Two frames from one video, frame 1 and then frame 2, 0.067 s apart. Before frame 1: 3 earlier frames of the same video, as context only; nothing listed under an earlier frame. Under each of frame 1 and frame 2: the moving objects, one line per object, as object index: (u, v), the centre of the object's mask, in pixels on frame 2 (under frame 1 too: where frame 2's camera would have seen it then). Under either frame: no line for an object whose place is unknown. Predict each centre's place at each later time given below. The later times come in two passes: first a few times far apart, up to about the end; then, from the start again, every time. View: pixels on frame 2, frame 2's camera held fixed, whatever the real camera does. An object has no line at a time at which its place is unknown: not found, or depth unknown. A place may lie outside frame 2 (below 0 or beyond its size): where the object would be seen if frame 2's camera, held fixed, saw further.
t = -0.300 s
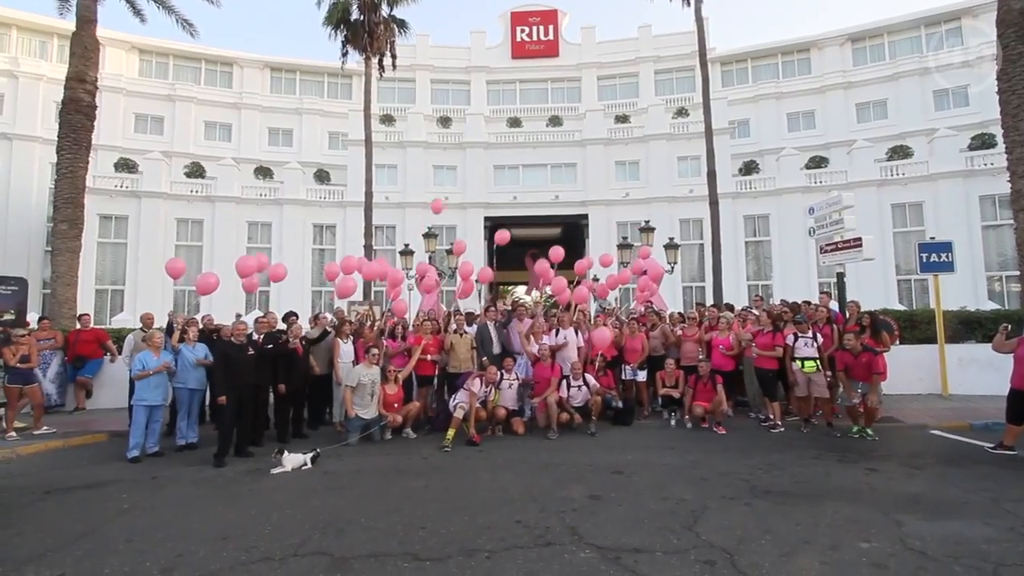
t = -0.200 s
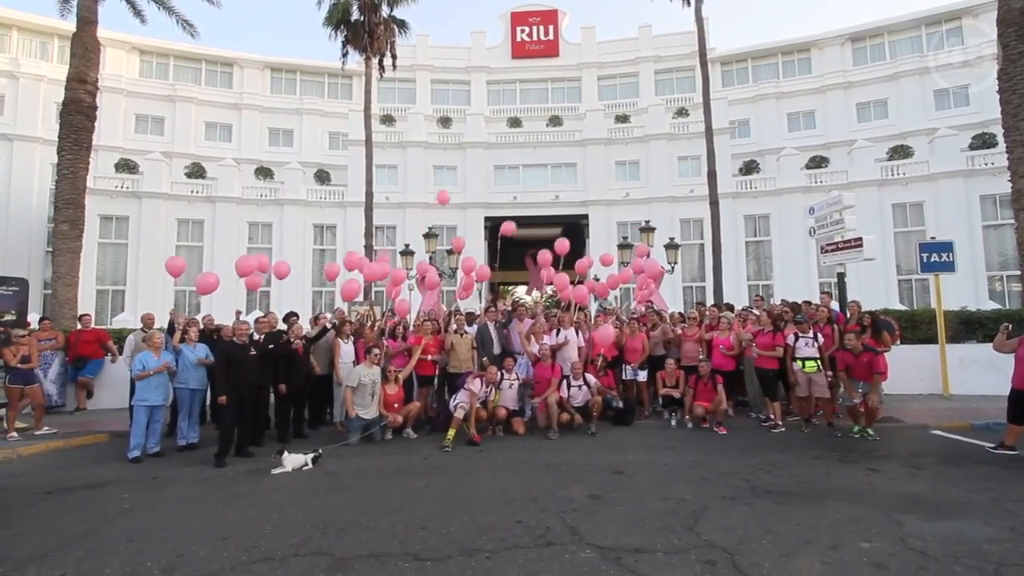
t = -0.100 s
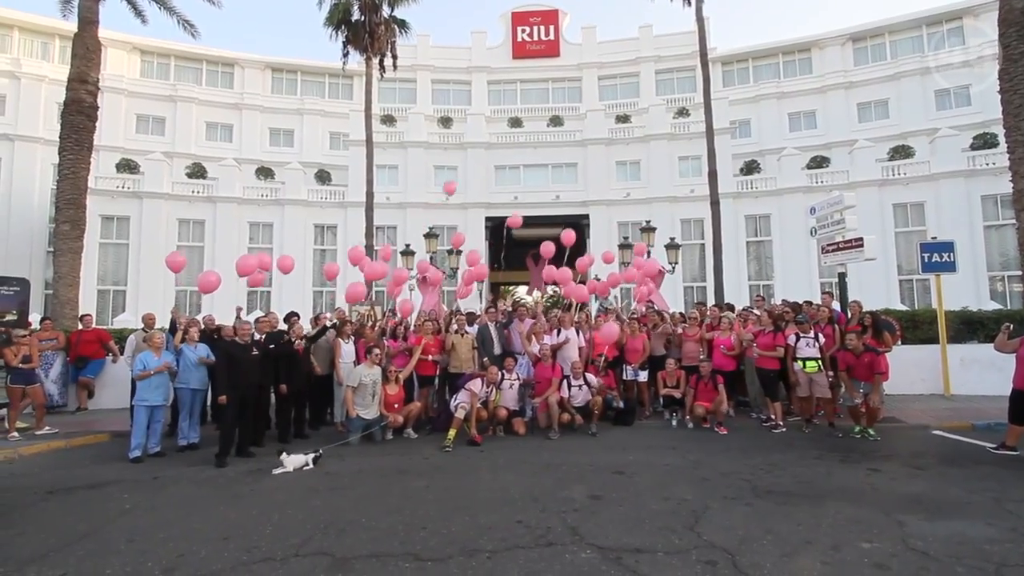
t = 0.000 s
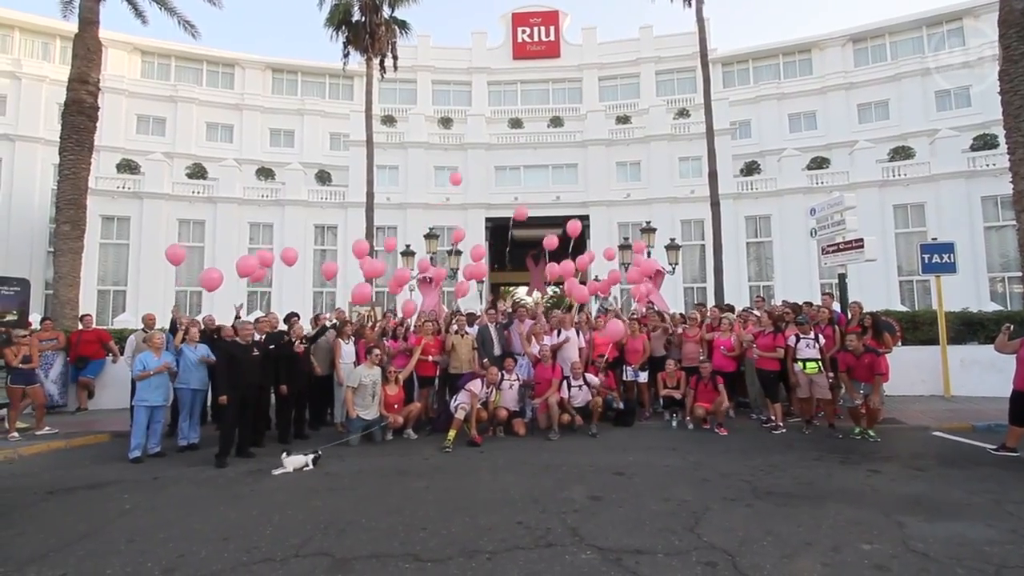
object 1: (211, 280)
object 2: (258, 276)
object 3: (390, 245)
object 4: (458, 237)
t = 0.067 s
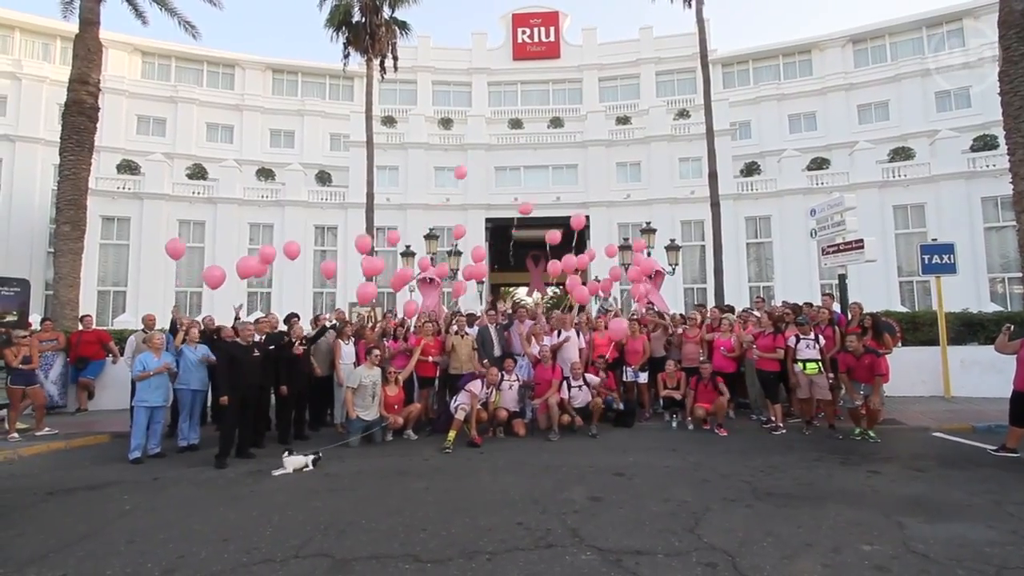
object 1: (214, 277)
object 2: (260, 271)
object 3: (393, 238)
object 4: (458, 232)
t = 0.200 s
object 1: (221, 268)
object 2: (260, 256)
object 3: (400, 222)
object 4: (460, 223)
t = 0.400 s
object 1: (233, 252)
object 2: (265, 227)
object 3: (411, 197)
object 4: (466, 206)
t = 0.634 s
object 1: (248, 228)
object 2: (271, 187)
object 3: (427, 173)
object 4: (481, 186)
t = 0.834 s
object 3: (444, 161)
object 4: (495, 171)
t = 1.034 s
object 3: (460, 151)
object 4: (509, 154)
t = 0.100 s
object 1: (216, 275)
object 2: (262, 268)
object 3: (395, 234)
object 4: (459, 230)
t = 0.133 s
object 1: (217, 273)
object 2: (262, 265)
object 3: (396, 231)
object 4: (459, 228)
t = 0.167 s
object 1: (219, 271)
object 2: (261, 260)
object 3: (398, 227)
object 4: (460, 225)
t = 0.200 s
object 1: (221, 268)
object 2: (260, 256)
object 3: (400, 222)
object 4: (460, 223)
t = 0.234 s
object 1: (223, 265)
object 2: (260, 252)
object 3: (401, 218)
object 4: (461, 220)
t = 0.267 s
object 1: (225, 262)
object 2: (261, 248)
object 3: (403, 214)
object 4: (462, 218)
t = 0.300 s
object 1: (227, 260)
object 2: (262, 242)
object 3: (405, 210)
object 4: (463, 215)
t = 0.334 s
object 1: (229, 257)
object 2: (264, 237)
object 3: (407, 206)
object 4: (464, 212)
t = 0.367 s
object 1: (231, 255)
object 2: (264, 232)
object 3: (409, 202)
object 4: (465, 209)
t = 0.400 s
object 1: (233, 252)
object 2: (265, 227)
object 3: (411, 197)
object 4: (466, 206)
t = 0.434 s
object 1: (235, 249)
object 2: (266, 222)
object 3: (413, 193)
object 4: (468, 203)
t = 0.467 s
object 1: (237, 246)
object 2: (266, 216)
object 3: (415, 189)
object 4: (470, 201)
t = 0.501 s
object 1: (240, 243)
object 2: (267, 211)
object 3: (417, 185)
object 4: (472, 197)
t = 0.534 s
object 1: (242, 239)
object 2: (268, 205)
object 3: (419, 182)
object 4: (475, 194)
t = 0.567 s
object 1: (243, 236)
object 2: (268, 199)
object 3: (422, 179)
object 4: (477, 191)
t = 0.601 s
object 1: (246, 232)
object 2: (270, 193)
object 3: (425, 175)
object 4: (479, 189)
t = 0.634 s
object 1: (248, 228)
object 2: (271, 187)
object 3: (427, 173)
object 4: (481, 186)
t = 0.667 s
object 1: (251, 224)
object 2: (272, 182)
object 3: (430, 170)
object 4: (484, 184)
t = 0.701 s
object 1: (253, 220)
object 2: (273, 176)
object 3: (433, 168)
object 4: (486, 181)
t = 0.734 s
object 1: (256, 216)
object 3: (436, 166)
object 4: (489, 179)
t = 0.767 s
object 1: (259, 212)
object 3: (439, 165)
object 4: (491, 176)
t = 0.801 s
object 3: (442, 163)
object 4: (493, 173)
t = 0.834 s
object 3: (444, 161)
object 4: (495, 171)
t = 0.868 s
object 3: (447, 160)
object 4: (498, 168)
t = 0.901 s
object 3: (450, 159)
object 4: (500, 166)
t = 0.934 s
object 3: (453, 157)
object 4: (502, 163)
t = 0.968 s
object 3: (454, 155)
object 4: (504, 160)
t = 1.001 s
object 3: (457, 153)
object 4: (506, 158)
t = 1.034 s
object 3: (460, 151)
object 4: (509, 154)
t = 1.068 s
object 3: (461, 149)
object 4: (510, 152)
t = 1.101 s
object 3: (463, 146)
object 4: (512, 150)
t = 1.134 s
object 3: (465, 144)
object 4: (513, 146)
